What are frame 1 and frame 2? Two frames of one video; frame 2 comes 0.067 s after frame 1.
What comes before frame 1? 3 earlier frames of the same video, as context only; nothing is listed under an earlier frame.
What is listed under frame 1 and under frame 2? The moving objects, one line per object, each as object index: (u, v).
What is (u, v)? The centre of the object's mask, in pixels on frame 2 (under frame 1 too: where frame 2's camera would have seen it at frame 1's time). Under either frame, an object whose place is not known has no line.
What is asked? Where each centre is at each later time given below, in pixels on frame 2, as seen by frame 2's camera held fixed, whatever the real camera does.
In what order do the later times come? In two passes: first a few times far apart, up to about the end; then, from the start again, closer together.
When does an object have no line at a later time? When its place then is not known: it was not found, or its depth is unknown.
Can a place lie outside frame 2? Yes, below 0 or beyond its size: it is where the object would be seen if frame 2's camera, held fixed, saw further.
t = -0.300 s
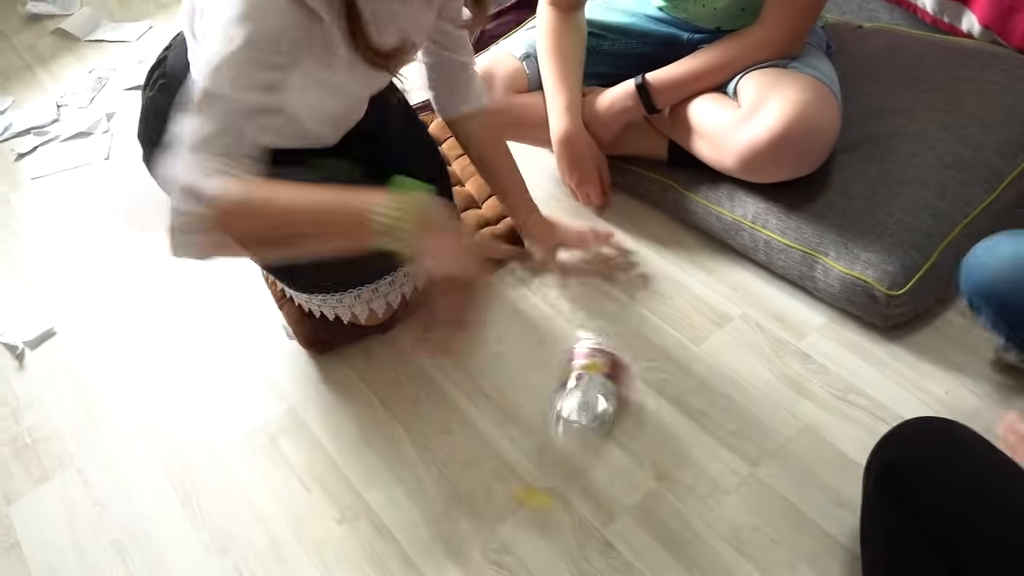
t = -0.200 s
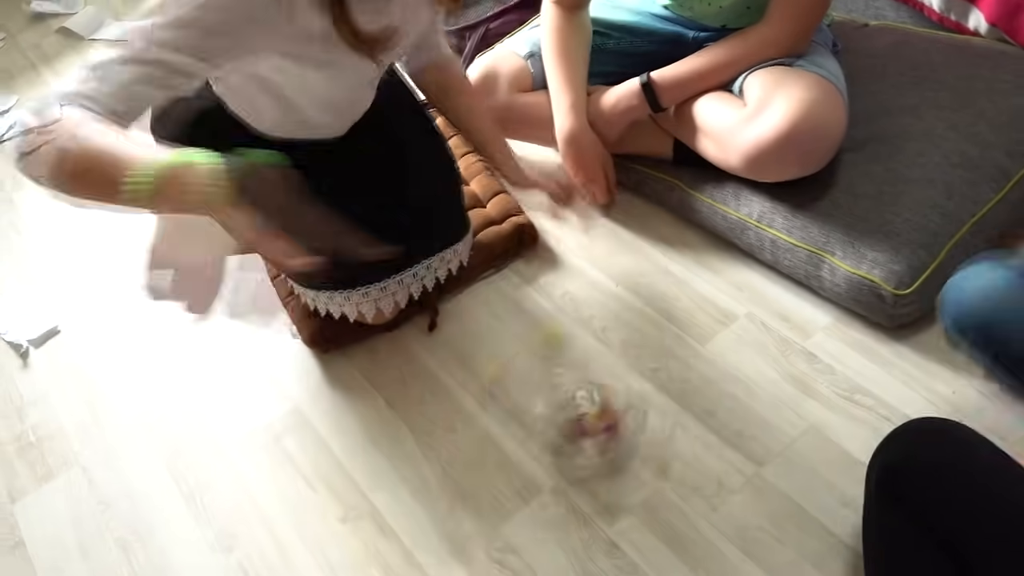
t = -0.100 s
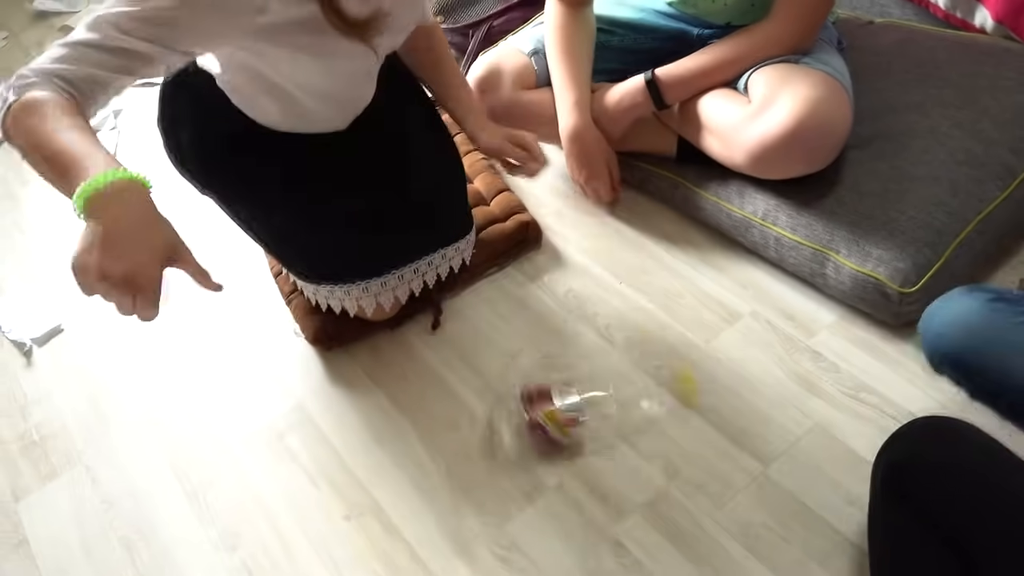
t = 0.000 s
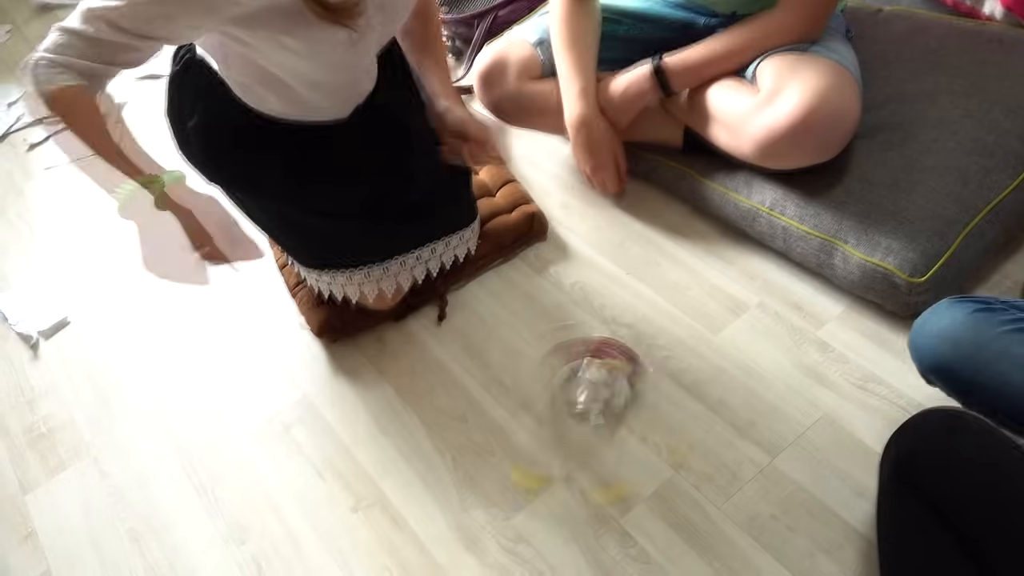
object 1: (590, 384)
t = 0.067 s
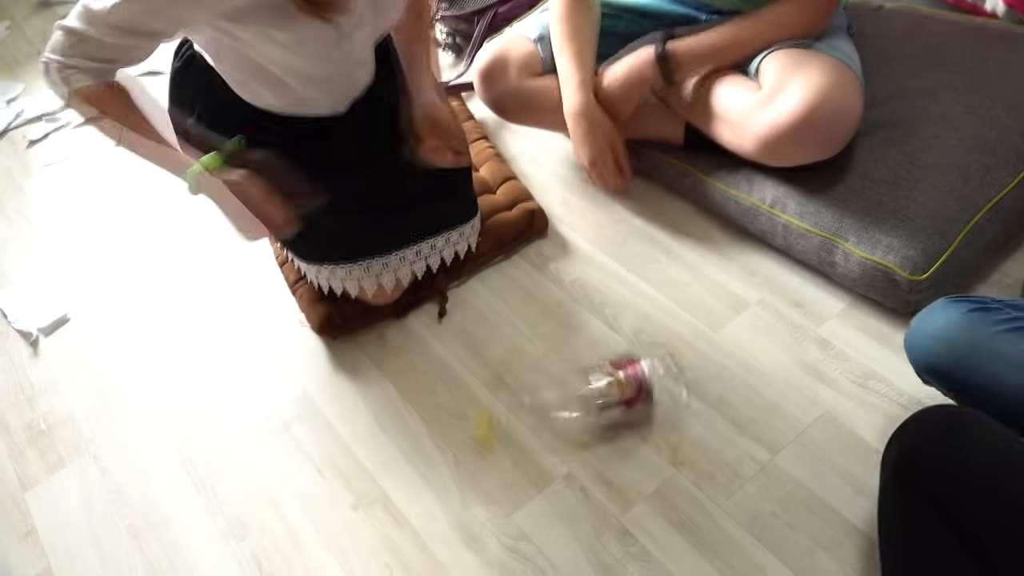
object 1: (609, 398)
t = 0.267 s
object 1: (568, 391)
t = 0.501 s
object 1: (588, 405)
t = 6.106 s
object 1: (586, 415)
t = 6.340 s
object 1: (579, 431)
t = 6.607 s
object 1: (576, 415)
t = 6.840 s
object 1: (583, 418)
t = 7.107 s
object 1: (578, 421)
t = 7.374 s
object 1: (573, 425)
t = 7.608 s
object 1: (585, 419)
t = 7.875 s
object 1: (585, 429)
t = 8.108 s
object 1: (579, 421)
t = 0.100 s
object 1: (603, 412)
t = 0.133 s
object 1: (586, 409)
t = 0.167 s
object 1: (575, 423)
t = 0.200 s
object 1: (565, 414)
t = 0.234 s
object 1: (569, 401)
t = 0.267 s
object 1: (568, 391)
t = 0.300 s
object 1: (592, 418)
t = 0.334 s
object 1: (589, 414)
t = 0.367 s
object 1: (600, 398)
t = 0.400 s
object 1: (607, 400)
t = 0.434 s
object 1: (596, 399)
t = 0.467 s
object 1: (582, 401)
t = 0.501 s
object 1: (588, 405)
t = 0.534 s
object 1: (591, 402)
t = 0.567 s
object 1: (579, 413)
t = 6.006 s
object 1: (586, 413)
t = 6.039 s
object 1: (586, 413)
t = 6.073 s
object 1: (583, 413)
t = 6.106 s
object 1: (586, 415)
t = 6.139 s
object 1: (590, 420)
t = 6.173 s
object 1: (589, 423)
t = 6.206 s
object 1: (588, 422)
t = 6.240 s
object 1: (594, 428)
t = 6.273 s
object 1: (590, 429)
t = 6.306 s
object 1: (580, 413)
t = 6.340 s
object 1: (579, 431)
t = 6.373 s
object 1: (577, 430)
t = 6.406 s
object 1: (578, 416)
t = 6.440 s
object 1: (579, 412)
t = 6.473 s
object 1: (580, 408)
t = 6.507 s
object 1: (581, 409)
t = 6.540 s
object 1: (571, 421)
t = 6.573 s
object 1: (575, 417)
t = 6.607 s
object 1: (576, 415)
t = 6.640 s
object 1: (581, 412)
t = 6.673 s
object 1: (580, 414)
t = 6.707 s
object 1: (577, 416)
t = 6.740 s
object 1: (576, 417)
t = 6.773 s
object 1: (576, 417)
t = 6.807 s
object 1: (580, 417)
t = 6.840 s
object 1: (583, 418)
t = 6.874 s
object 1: (586, 420)
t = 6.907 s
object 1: (581, 421)
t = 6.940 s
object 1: (576, 417)
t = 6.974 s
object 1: (577, 412)
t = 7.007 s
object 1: (577, 410)
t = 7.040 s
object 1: (579, 419)
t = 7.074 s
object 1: (579, 422)
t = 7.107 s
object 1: (578, 421)
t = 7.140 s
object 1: (578, 422)
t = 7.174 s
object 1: (577, 422)
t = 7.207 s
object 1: (577, 422)
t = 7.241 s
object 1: (575, 425)
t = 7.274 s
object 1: (576, 422)
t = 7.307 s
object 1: (571, 426)
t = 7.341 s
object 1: (571, 427)
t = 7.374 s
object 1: (573, 425)
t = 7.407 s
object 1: (574, 426)
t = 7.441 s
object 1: (575, 424)
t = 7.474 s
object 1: (578, 422)
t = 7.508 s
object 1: (581, 421)
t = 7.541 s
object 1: (582, 420)
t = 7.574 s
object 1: (583, 420)
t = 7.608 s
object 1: (585, 419)
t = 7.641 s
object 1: (585, 420)
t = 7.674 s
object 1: (585, 420)
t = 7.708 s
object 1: (586, 423)
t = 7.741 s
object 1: (586, 425)
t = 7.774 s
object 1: (585, 427)
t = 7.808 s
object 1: (584, 428)
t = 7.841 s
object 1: (584, 429)
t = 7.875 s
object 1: (585, 429)
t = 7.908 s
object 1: (583, 434)
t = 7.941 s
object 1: (582, 436)
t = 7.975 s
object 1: (580, 437)
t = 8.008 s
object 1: (578, 436)
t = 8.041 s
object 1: (578, 424)
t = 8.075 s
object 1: (578, 421)
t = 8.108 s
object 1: (579, 421)
